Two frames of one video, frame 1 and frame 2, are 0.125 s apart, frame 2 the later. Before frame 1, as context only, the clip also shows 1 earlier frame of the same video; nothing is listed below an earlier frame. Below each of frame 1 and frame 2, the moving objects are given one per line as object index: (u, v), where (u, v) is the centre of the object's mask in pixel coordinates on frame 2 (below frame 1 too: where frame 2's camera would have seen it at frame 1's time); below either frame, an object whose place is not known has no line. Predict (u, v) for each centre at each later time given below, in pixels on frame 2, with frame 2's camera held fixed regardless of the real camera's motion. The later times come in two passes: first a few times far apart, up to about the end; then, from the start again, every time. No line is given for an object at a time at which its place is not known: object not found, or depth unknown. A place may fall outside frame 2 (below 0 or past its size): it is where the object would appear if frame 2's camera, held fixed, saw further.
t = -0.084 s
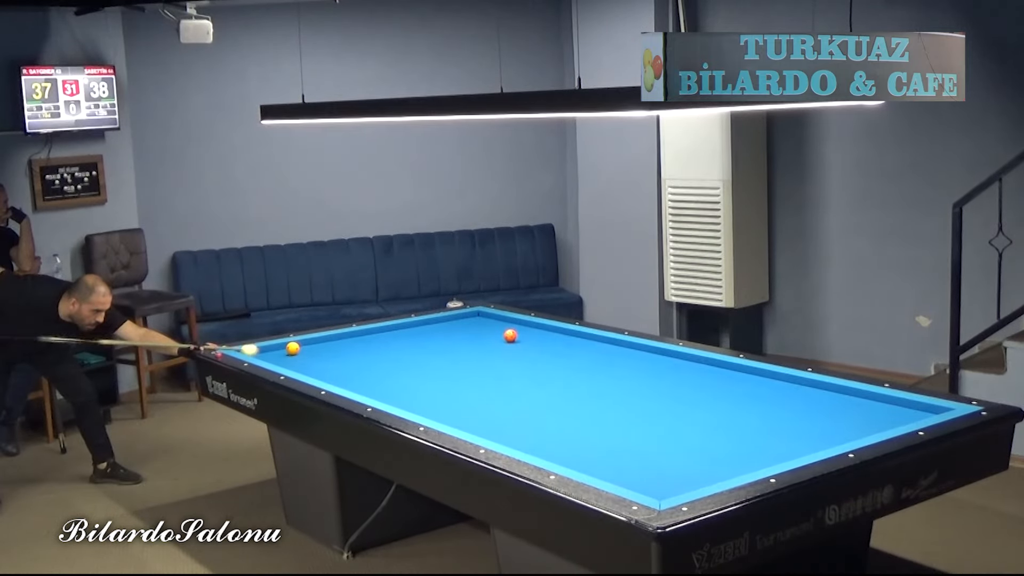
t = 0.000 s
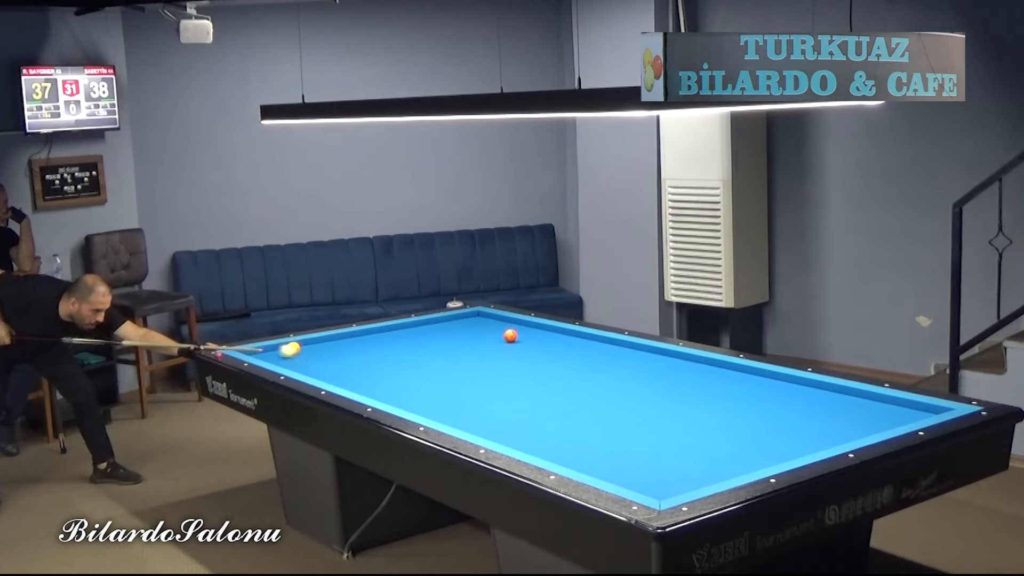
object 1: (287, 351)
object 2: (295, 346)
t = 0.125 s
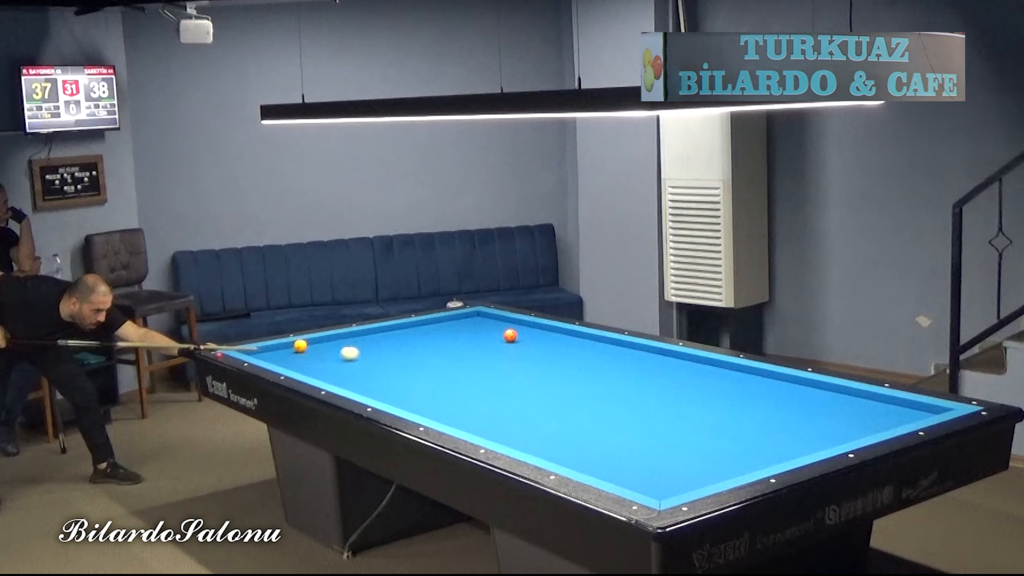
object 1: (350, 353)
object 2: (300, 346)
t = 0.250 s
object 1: (405, 355)
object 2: (306, 344)
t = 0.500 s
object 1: (531, 360)
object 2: (317, 340)
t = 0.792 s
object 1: (677, 366)
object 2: (330, 337)
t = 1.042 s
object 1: (768, 382)
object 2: (343, 335)
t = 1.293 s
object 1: (819, 408)
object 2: (355, 334)
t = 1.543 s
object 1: (841, 432)
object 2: (366, 333)
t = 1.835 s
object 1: (727, 430)
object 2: (378, 332)
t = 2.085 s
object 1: (632, 430)
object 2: (389, 331)
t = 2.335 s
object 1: (547, 429)
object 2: (398, 330)
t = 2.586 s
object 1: (462, 425)
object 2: (408, 329)
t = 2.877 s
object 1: (460, 408)
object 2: (417, 328)
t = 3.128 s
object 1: (456, 393)
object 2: (425, 327)
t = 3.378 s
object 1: (454, 380)
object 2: (432, 326)
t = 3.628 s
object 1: (451, 367)
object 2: (439, 326)
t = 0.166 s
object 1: (368, 354)
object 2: (302, 345)
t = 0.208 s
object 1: (386, 355)
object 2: (304, 345)
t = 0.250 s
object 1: (405, 355)
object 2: (306, 344)
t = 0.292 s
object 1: (423, 356)
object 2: (307, 343)
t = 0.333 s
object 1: (442, 357)
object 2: (309, 343)
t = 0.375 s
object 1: (462, 358)
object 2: (311, 342)
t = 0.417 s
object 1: (482, 358)
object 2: (313, 342)
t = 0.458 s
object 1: (501, 359)
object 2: (315, 341)
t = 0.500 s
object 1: (531, 360)
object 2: (317, 340)
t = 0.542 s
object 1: (551, 361)
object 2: (319, 340)
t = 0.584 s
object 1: (572, 362)
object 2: (320, 339)
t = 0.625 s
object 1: (592, 363)
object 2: (322, 338)
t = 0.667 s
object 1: (613, 363)
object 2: (324, 338)
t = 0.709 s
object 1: (634, 364)
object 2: (325, 337)
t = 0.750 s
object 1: (656, 365)
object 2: (328, 337)
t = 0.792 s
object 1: (677, 366)
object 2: (330, 337)
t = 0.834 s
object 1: (699, 367)
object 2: (332, 337)
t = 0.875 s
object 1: (721, 367)
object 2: (334, 336)
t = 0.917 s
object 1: (743, 368)
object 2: (336, 336)
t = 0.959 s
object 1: (754, 371)
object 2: (338, 336)
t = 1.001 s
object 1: (762, 378)
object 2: (341, 336)
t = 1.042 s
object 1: (768, 382)
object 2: (343, 335)
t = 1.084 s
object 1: (776, 386)
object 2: (345, 335)
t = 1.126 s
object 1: (784, 390)
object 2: (347, 335)
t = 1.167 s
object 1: (792, 395)
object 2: (349, 335)
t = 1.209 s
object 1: (801, 399)
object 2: (351, 335)
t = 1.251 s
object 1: (810, 403)
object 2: (353, 334)
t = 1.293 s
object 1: (819, 408)
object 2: (355, 334)
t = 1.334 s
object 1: (829, 413)
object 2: (356, 334)
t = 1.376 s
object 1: (838, 418)
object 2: (358, 334)
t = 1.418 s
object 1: (848, 423)
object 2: (360, 334)
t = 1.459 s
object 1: (858, 428)
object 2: (362, 334)
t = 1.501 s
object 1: (860, 431)
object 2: (365, 334)
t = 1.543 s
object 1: (841, 432)
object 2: (366, 333)
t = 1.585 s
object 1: (822, 432)
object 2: (368, 333)
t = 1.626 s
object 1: (805, 431)
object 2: (370, 333)
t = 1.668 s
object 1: (788, 431)
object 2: (372, 333)
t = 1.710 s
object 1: (772, 431)
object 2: (373, 332)
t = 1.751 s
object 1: (757, 431)
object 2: (375, 332)
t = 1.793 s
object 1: (742, 431)
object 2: (377, 332)
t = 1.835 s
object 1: (727, 430)
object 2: (378, 332)
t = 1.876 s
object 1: (712, 430)
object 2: (380, 332)
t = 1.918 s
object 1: (697, 430)
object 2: (382, 332)
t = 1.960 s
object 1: (682, 430)
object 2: (383, 331)
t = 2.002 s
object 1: (660, 430)
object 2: (386, 331)
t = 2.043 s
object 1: (646, 429)
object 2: (387, 331)
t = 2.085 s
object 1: (632, 430)
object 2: (389, 331)
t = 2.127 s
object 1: (617, 430)
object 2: (391, 331)
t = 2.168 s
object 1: (603, 430)
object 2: (392, 331)
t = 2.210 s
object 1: (589, 429)
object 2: (394, 331)
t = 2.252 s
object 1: (575, 429)
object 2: (395, 330)
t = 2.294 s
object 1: (561, 429)
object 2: (397, 330)
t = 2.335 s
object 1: (547, 429)
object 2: (398, 330)
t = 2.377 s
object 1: (533, 429)
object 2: (400, 330)
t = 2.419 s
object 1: (519, 429)
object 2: (401, 330)
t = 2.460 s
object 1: (499, 429)
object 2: (403, 329)
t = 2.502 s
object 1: (486, 429)
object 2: (405, 329)
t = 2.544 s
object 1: (472, 427)
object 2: (406, 329)
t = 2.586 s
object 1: (462, 425)
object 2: (408, 329)
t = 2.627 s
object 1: (463, 423)
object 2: (409, 329)
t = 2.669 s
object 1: (463, 421)
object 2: (410, 329)
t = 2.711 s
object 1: (462, 419)
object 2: (412, 328)
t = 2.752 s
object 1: (462, 416)
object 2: (413, 328)
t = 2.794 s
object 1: (461, 414)
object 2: (414, 328)
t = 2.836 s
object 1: (460, 411)
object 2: (416, 328)
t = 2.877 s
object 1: (460, 408)
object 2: (417, 328)
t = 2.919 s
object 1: (459, 406)
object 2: (418, 328)
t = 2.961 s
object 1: (459, 402)
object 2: (420, 328)
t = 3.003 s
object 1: (458, 400)
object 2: (421, 327)
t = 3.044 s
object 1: (457, 397)
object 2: (423, 327)
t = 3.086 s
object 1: (457, 395)
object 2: (424, 327)
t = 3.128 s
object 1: (456, 393)
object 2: (425, 327)
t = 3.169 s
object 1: (456, 390)
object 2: (426, 327)
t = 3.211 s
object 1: (456, 388)
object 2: (428, 327)
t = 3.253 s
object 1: (455, 386)
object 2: (429, 327)
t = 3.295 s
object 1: (455, 384)
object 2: (430, 327)
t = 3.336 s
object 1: (454, 382)
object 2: (431, 327)
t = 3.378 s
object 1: (454, 380)
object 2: (432, 326)
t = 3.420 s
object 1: (453, 378)
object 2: (433, 326)
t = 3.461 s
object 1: (452, 375)
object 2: (435, 326)
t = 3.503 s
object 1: (452, 372)
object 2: (436, 326)
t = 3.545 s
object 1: (452, 371)
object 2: (437, 326)
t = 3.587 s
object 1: (451, 369)
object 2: (438, 326)
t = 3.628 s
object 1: (451, 367)
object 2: (439, 326)
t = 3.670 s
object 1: (451, 365)
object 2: (440, 326)
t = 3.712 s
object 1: (450, 364)
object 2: (441, 325)
